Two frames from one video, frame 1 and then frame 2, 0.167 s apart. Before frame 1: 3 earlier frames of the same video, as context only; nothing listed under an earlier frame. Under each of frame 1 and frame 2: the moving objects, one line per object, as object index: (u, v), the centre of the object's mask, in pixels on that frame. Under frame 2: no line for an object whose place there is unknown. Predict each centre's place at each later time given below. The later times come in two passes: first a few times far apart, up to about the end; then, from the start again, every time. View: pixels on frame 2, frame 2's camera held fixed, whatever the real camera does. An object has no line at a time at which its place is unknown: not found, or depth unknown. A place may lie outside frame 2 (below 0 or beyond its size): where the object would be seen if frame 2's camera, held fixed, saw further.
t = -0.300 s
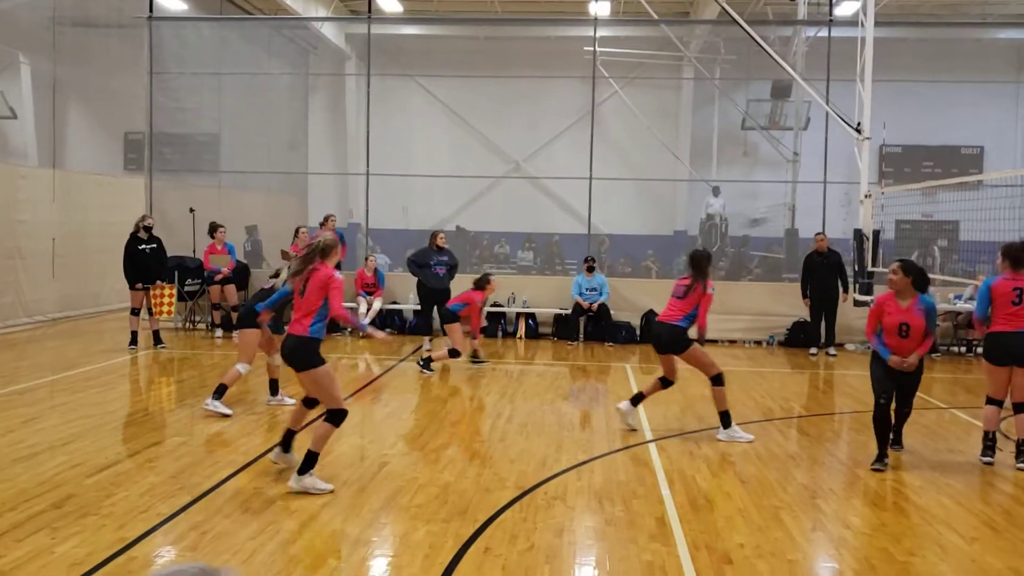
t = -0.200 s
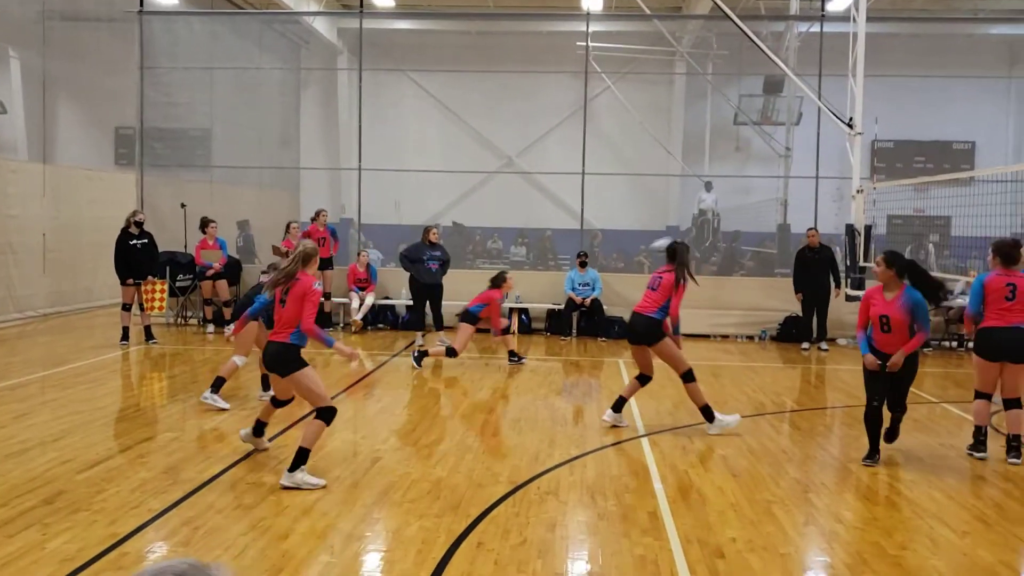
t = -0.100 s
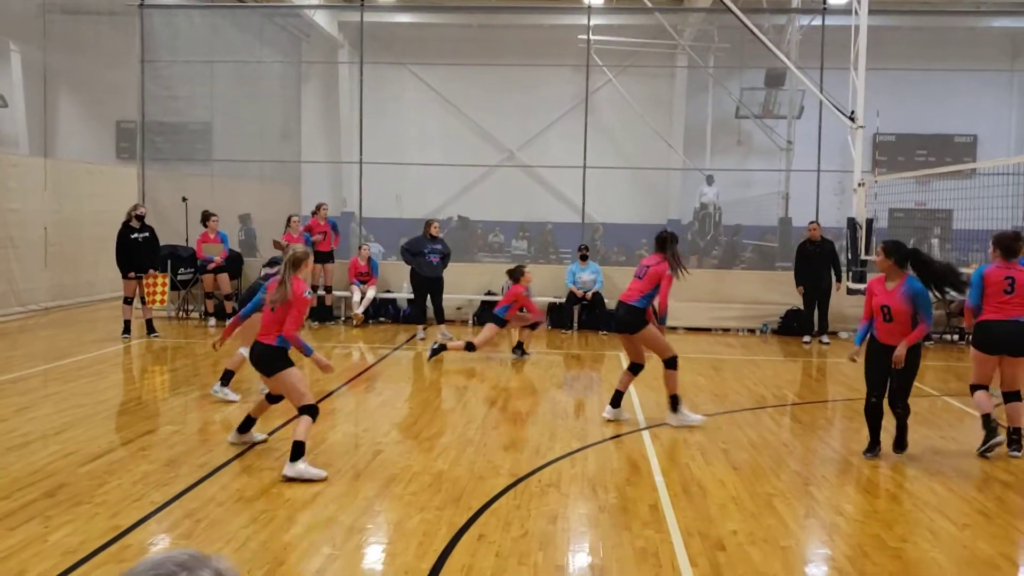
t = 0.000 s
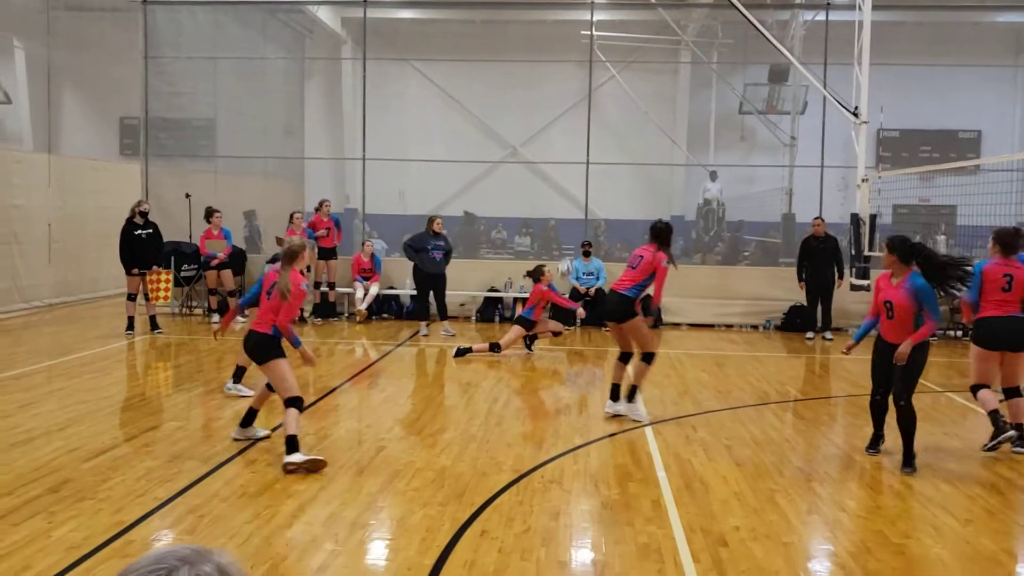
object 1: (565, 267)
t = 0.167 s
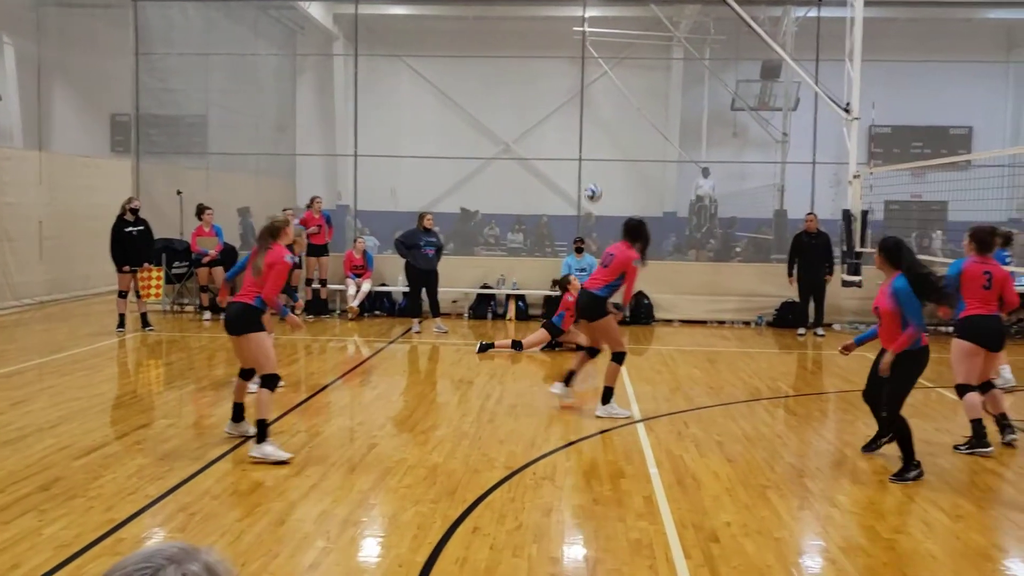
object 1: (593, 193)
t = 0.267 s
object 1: (613, 160)
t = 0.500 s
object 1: (660, 109)
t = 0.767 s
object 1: (714, 111)
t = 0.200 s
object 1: (599, 180)
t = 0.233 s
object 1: (606, 169)
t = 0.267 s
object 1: (613, 160)
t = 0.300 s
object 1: (620, 149)
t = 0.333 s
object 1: (627, 139)
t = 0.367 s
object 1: (633, 132)
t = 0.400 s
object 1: (640, 126)
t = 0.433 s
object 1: (647, 120)
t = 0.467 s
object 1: (654, 114)
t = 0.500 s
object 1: (660, 109)
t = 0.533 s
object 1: (667, 106)
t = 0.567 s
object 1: (674, 105)
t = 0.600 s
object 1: (681, 103)
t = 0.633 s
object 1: (688, 102)
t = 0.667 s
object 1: (694, 103)
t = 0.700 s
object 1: (700, 105)
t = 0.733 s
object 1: (708, 108)
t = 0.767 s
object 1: (714, 111)
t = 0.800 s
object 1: (721, 115)
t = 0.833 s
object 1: (727, 123)
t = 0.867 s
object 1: (733, 130)
